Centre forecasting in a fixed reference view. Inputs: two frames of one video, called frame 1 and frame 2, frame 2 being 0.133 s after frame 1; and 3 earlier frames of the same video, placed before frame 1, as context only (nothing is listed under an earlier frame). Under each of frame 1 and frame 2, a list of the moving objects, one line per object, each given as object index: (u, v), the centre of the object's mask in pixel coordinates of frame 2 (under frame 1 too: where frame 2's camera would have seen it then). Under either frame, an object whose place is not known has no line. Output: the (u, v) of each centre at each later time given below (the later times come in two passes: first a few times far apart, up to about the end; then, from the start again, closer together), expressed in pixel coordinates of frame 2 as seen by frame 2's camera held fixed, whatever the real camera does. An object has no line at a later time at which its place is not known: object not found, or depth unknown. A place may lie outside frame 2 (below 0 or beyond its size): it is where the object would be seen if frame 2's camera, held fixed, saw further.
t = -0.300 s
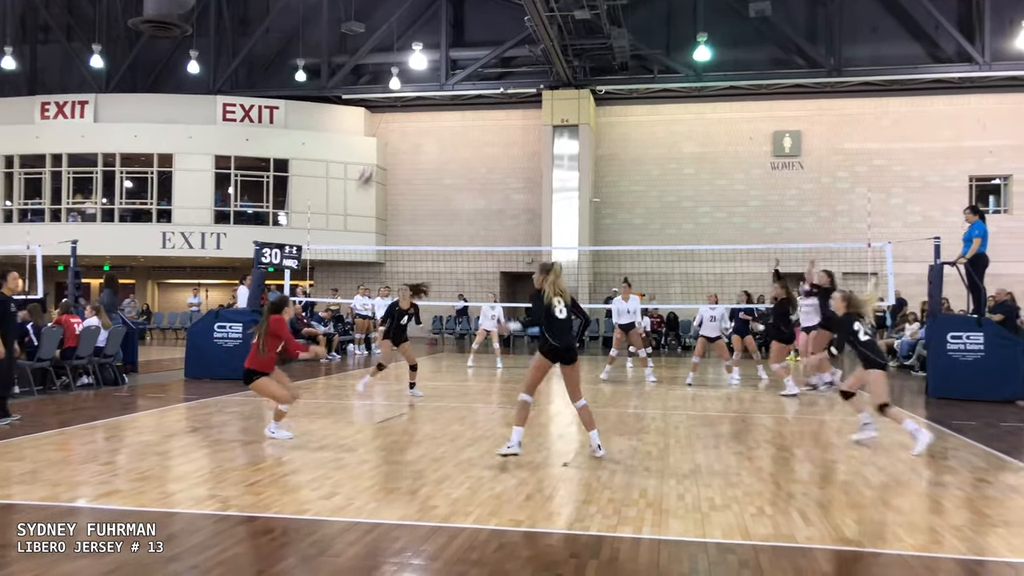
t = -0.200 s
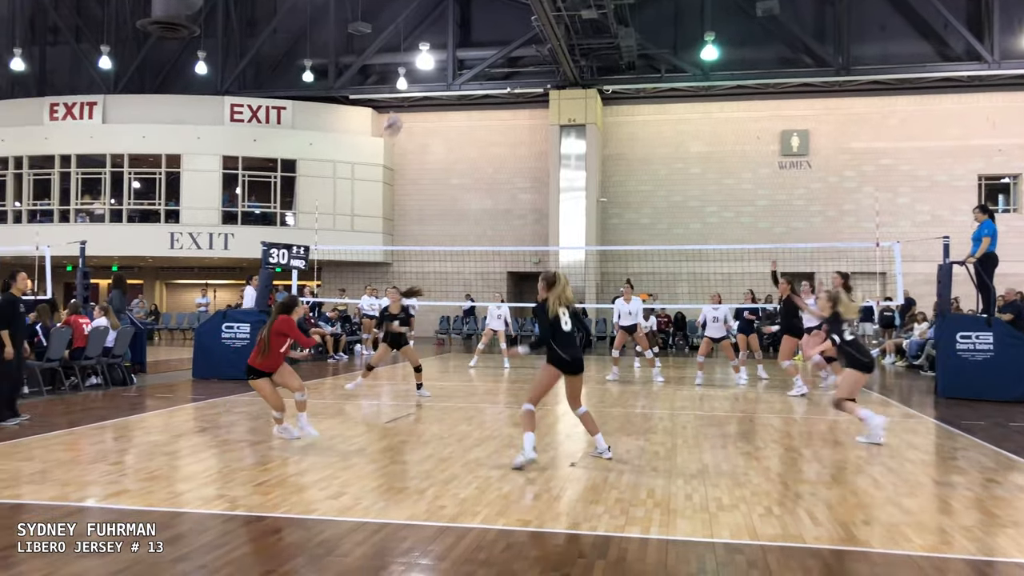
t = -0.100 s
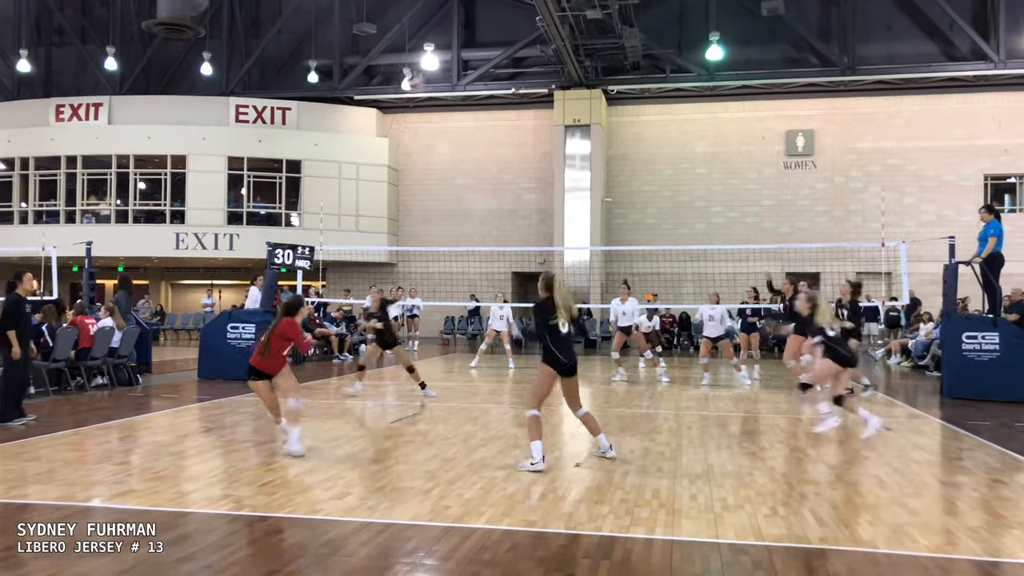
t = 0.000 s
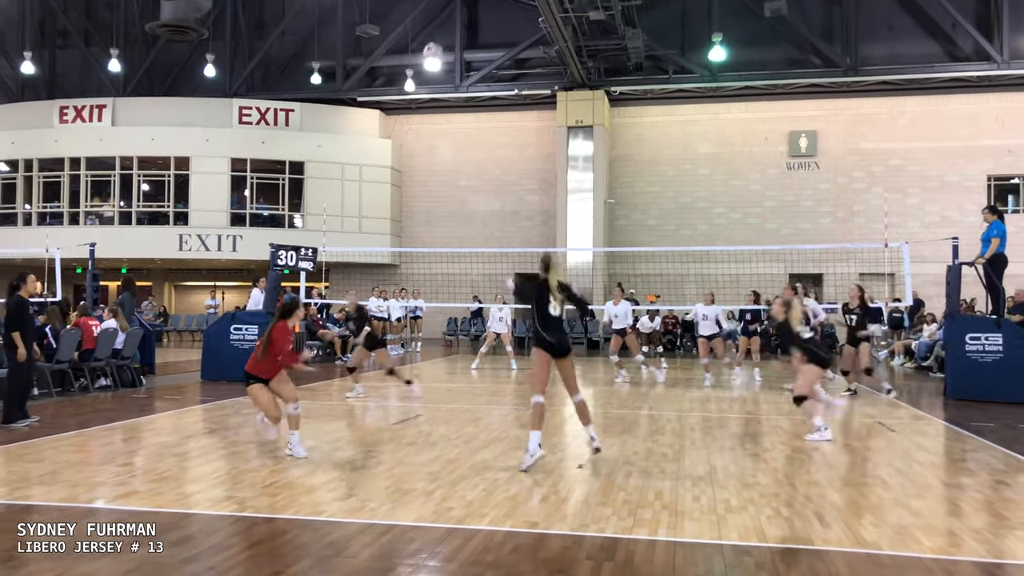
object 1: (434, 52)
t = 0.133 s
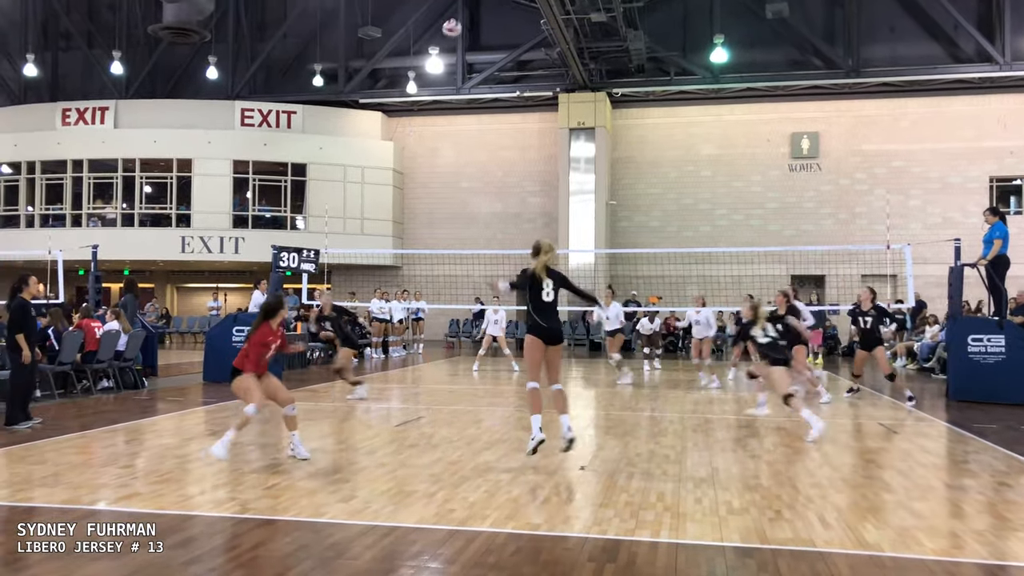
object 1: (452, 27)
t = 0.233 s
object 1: (464, 18)
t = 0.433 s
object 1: (485, 22)
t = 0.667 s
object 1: (507, 60)
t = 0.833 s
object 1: (521, 104)
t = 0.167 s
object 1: (456, 24)
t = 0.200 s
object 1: (460, 21)
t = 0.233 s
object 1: (464, 18)
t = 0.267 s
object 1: (468, 17)
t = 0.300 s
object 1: (471, 17)
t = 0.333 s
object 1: (475, 17)
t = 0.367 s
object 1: (478, 18)
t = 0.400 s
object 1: (482, 20)
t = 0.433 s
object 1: (485, 22)
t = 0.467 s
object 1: (488, 26)
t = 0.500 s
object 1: (491, 30)
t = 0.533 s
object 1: (494, 33)
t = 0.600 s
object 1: (500, 45)
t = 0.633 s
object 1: (503, 51)
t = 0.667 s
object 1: (507, 60)
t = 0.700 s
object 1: (509, 66)
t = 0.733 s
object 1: (512, 75)
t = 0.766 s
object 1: (515, 84)
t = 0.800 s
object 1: (518, 96)
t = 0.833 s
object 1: (521, 104)
